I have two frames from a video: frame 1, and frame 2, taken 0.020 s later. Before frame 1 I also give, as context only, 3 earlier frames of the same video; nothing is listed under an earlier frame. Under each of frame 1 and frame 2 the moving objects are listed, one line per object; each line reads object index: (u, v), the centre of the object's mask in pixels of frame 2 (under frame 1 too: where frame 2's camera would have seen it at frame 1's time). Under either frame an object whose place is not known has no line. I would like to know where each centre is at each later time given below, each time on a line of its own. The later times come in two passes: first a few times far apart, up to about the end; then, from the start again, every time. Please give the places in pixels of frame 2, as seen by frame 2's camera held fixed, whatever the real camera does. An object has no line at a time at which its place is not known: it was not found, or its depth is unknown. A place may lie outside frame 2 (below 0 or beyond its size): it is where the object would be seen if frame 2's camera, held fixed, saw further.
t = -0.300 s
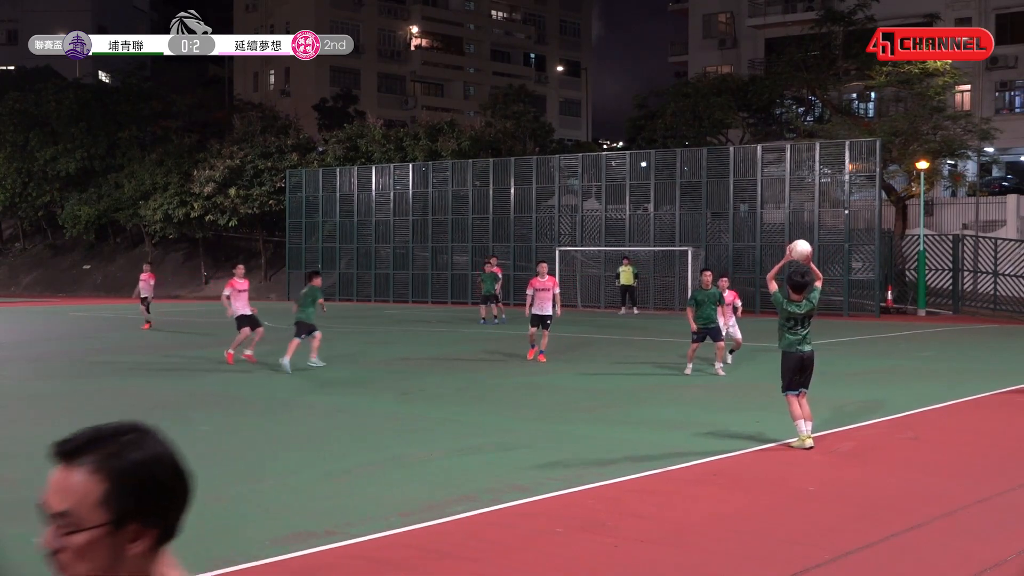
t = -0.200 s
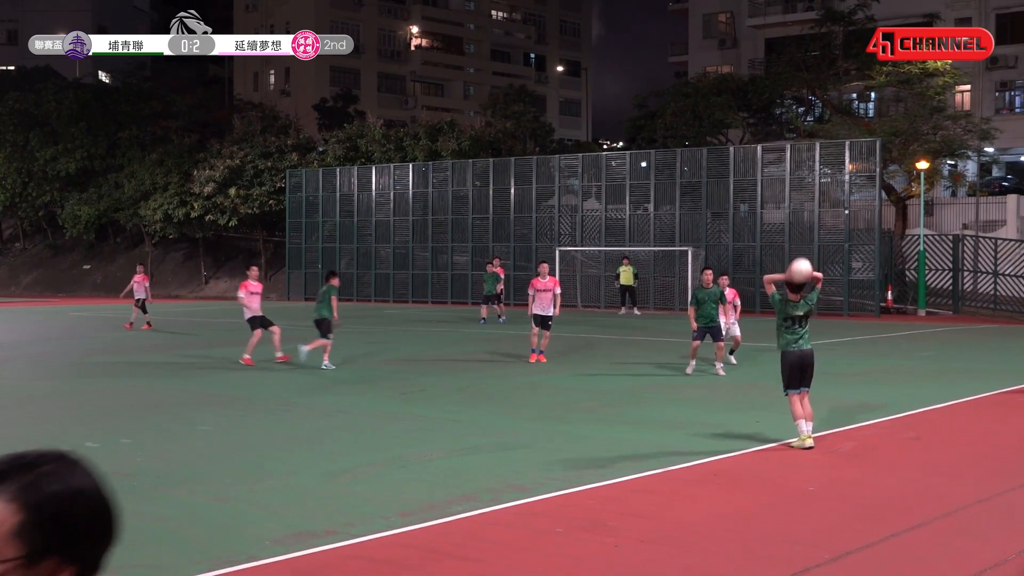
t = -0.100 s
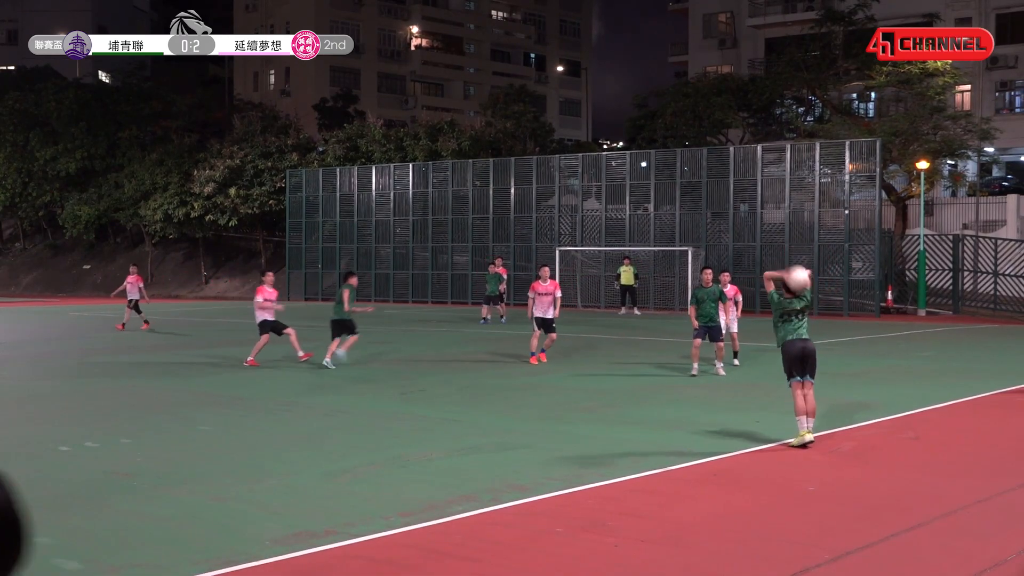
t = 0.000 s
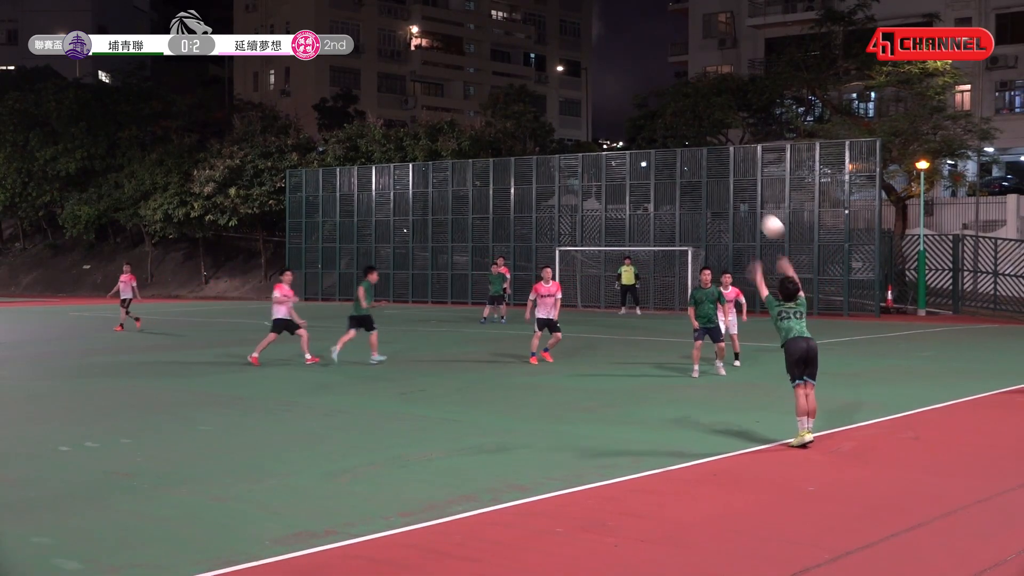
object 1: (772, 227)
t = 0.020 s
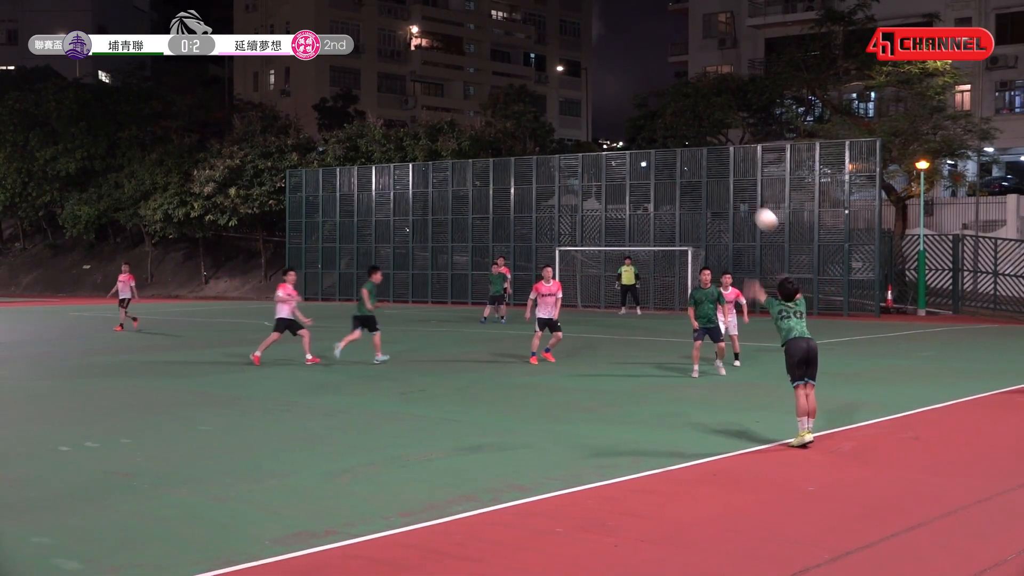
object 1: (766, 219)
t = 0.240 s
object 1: (709, 175)
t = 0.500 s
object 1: (663, 181)
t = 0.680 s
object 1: (640, 210)
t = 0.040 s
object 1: (760, 213)
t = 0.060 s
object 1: (754, 207)
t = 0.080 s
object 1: (749, 202)
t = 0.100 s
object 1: (743, 196)
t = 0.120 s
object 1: (738, 191)
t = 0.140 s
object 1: (733, 188)
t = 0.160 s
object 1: (728, 184)
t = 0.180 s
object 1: (723, 181)
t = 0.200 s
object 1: (718, 179)
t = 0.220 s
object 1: (713, 177)
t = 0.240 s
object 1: (709, 175)
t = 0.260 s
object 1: (705, 174)
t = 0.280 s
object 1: (701, 173)
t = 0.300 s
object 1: (697, 172)
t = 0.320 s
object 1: (693, 171)
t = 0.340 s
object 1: (689, 171)
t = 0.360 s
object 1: (685, 172)
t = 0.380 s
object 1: (682, 172)
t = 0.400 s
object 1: (679, 173)
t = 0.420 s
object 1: (675, 174)
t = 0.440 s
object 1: (672, 176)
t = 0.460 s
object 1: (669, 177)
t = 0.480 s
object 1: (666, 179)
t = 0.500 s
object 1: (663, 181)
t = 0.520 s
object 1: (660, 184)
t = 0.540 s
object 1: (658, 186)
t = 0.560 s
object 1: (655, 189)
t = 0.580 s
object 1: (653, 192)
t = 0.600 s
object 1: (650, 195)
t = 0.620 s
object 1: (648, 198)
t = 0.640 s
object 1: (645, 202)
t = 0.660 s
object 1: (643, 206)
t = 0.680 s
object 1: (640, 210)
